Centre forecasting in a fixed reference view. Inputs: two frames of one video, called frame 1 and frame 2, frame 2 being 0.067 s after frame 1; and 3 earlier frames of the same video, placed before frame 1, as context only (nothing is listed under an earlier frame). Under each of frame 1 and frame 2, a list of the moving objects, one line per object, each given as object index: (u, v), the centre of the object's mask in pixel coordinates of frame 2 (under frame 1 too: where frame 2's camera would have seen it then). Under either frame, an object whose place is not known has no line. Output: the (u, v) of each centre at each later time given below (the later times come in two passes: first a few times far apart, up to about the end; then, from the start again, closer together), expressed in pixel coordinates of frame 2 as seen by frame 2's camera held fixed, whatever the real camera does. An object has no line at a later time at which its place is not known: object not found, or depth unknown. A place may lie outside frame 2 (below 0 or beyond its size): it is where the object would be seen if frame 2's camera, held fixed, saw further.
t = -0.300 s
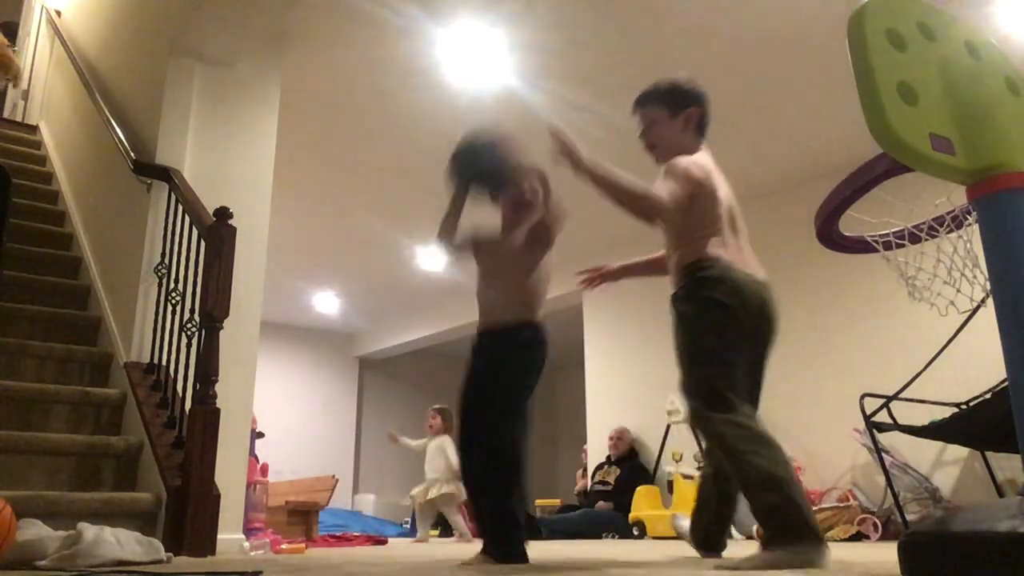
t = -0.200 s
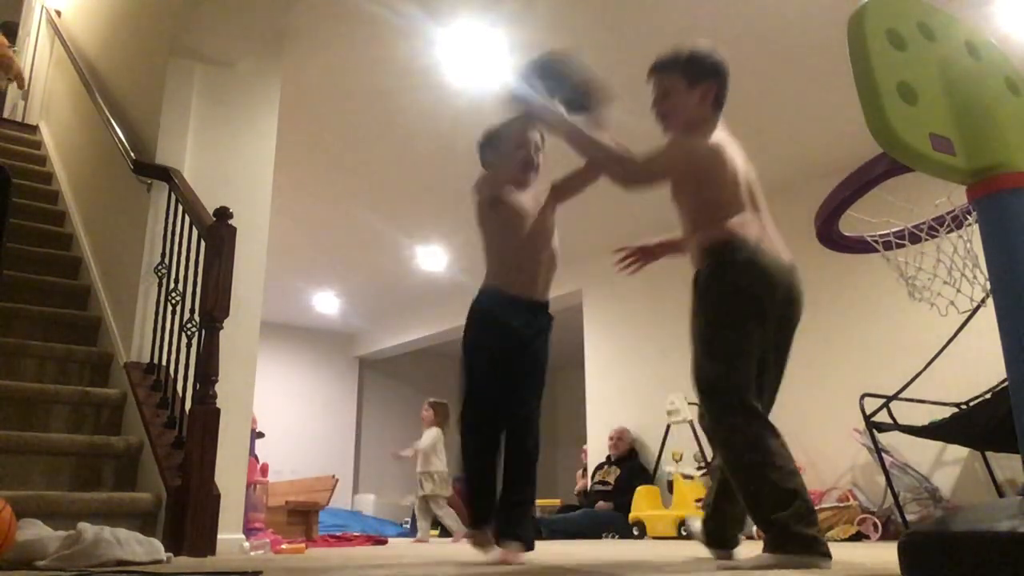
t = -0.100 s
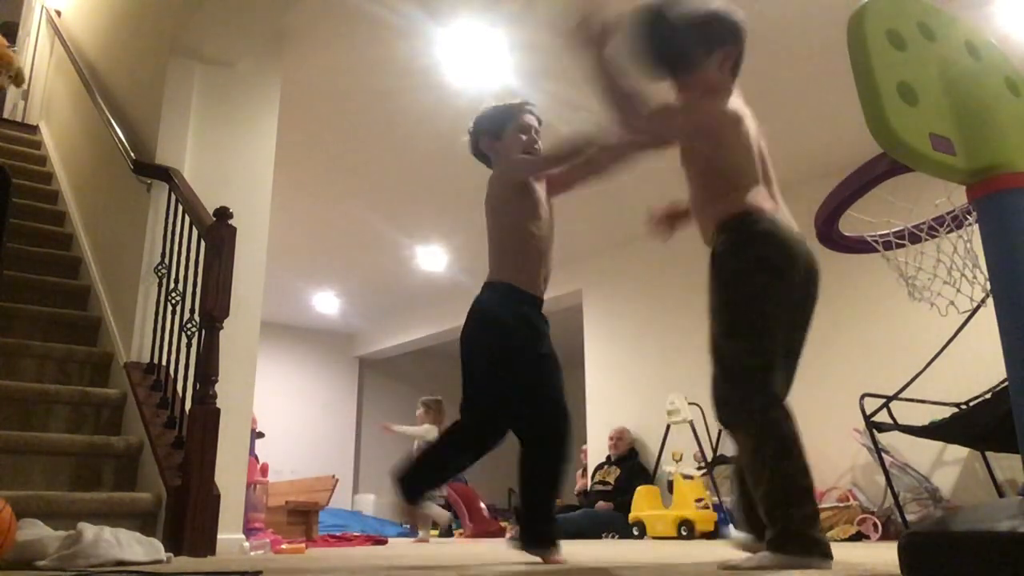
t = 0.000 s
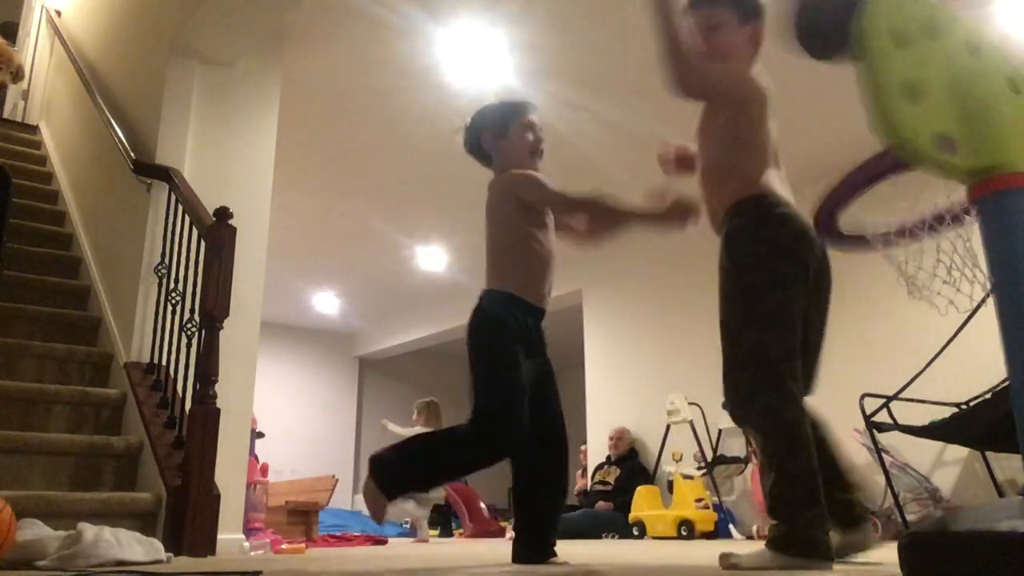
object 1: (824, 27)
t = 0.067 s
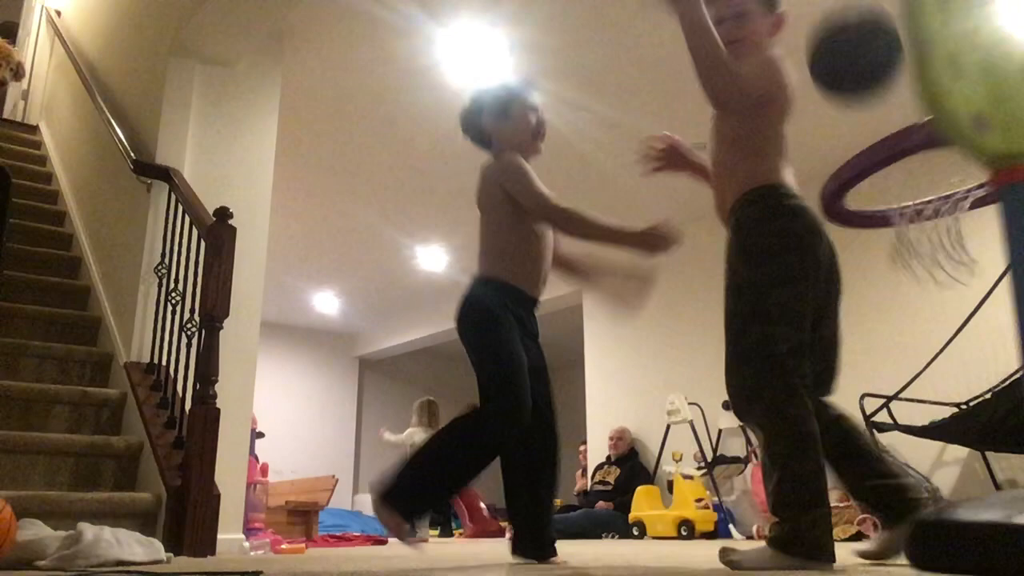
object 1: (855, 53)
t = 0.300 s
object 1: (926, 158)
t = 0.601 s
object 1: (956, 224)
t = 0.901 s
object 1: (1003, 286)
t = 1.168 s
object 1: (975, 468)
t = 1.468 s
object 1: (923, 520)
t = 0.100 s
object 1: (862, 81)
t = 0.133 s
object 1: (867, 107)
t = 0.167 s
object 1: (896, 170)
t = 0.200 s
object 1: (888, 177)
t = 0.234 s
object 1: (904, 183)
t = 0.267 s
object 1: (906, 161)
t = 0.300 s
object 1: (926, 158)
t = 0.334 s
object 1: (950, 167)
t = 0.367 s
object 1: (973, 169)
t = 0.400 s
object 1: (981, 171)
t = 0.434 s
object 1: (986, 186)
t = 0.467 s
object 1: (984, 202)
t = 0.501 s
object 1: (983, 223)
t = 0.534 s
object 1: (977, 228)
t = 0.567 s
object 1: (968, 225)
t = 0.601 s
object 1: (956, 224)
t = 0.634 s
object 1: (951, 225)
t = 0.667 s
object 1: (953, 222)
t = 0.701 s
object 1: (963, 218)
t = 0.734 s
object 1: (974, 217)
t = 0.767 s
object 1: (982, 221)
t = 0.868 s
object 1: (1005, 263)
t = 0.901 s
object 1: (1003, 286)
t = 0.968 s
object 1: (997, 347)
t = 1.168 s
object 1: (975, 468)
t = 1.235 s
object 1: (961, 441)
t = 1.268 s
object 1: (953, 434)
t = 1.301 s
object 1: (947, 434)
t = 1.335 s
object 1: (941, 438)
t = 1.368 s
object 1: (936, 449)
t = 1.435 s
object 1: (926, 492)
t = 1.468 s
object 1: (923, 520)
